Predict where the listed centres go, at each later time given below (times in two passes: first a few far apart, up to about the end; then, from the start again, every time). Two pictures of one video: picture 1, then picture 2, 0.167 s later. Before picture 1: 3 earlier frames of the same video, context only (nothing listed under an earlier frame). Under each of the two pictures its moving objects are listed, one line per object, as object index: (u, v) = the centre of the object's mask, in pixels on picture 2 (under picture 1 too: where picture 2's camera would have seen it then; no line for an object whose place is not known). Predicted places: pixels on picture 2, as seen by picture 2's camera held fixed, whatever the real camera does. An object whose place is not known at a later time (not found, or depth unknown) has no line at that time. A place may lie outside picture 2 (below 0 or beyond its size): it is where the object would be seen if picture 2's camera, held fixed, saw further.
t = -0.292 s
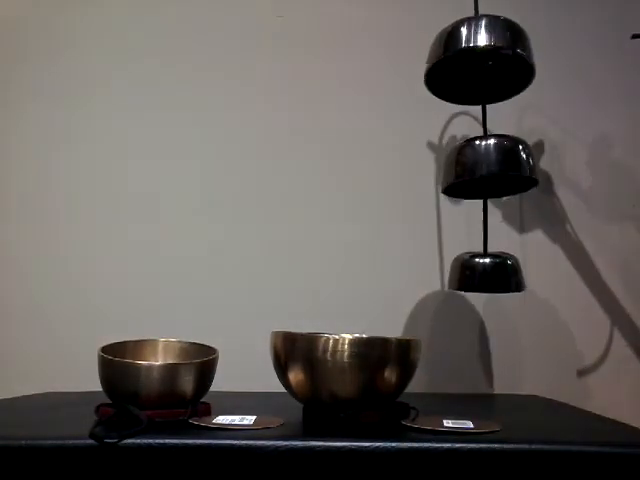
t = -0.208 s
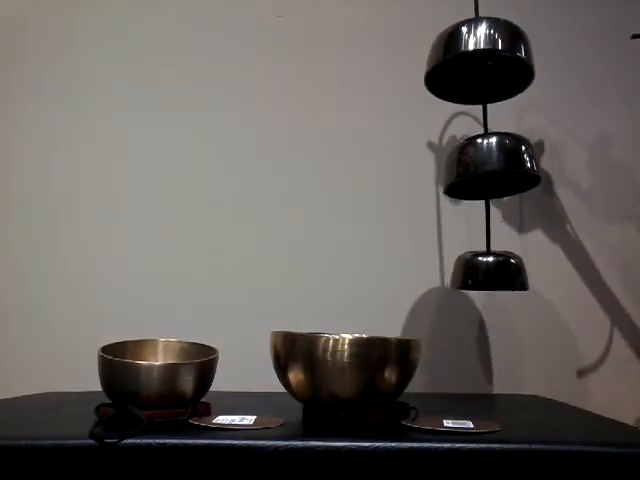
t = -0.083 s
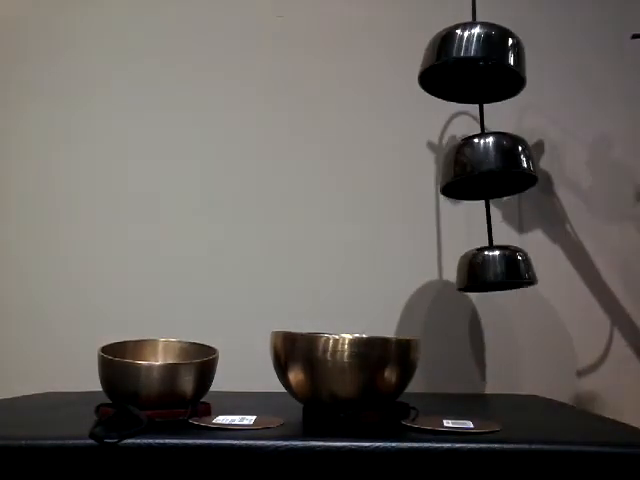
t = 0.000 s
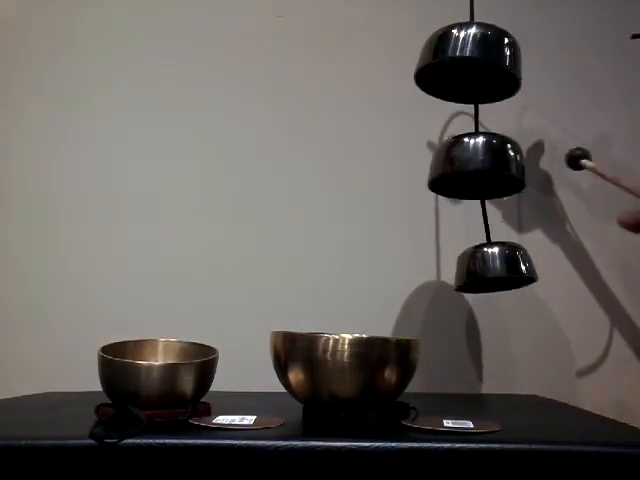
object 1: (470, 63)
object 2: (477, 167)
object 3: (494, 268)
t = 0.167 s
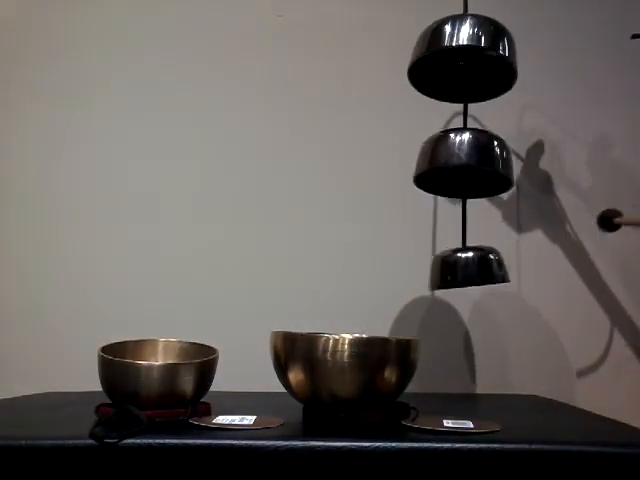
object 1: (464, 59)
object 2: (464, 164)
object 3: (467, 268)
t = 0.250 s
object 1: (462, 58)
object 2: (469, 164)
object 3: (452, 268)
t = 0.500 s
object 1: (470, 65)
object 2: (469, 169)
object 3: (472, 270)
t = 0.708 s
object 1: (469, 65)
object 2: (489, 170)
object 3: (504, 270)
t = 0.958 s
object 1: (488, 61)
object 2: (497, 167)
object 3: (496, 271)
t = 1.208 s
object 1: (461, 62)
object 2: (475, 166)
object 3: (482, 269)
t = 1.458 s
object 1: (467, 59)
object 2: (464, 165)
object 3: (451, 268)
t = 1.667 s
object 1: (468, 64)
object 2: (478, 169)
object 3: (473, 271)
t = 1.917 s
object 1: (475, 66)
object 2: (492, 170)
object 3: (508, 270)
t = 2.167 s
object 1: (482, 61)
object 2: (499, 166)
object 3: (487, 270)
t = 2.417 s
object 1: (459, 61)
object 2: (467, 166)
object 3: (472, 268)
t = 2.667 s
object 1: (467, 61)
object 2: (471, 166)
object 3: (452, 269)
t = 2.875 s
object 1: (472, 64)
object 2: (483, 170)
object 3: (486, 271)
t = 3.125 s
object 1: (479, 64)
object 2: (497, 168)
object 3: (505, 270)
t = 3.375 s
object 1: (479, 60)
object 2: (487, 167)
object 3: (479, 270)
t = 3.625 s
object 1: (458, 61)
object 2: (465, 165)
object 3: (462, 269)
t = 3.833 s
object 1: (474, 61)
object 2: (474, 168)
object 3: (459, 270)
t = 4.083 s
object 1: (475, 65)
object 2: (490, 170)
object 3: (502, 271)
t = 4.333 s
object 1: (484, 63)
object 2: (494, 168)
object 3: (494, 270)
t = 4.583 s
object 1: (471, 60)
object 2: (474, 166)
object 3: (467, 269)
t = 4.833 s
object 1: (463, 61)
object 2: (463, 167)
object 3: (458, 269)
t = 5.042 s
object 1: (478, 63)
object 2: (480, 169)
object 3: (469, 271)
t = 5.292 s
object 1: (479, 65)
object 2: (492, 170)
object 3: (507, 270)
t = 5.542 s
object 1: (483, 61)
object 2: (493, 168)
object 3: (484, 270)
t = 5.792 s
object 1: (467, 60)
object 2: (467, 166)
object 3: (461, 269)
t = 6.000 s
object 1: (464, 61)
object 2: (466, 167)
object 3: (460, 270)
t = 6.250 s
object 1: (481, 63)
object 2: (485, 170)
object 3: (482, 272)
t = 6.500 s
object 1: (479, 64)
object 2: (494, 169)
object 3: (506, 270)
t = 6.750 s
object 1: (479, 61)
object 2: (483, 167)
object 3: (474, 270)
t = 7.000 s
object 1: (463, 61)
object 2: (464, 166)
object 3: (459, 269)
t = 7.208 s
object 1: (467, 62)
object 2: (471, 168)
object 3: (466, 271)
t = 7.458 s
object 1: (482, 64)
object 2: (492, 170)
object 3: (492, 271)
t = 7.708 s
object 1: (478, 64)
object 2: (492, 168)
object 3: (502, 270)
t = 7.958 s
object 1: (474, 60)
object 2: (477, 166)
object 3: (464, 270)
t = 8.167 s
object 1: (462, 61)
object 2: (464, 166)
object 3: (458, 269)
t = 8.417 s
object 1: (471, 63)
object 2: (478, 169)
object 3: (473, 271)
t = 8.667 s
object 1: (481, 64)
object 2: (495, 169)
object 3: (500, 271)
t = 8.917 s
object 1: (476, 63)
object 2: (489, 168)
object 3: (493, 270)
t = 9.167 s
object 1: (468, 61)
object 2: (472, 166)
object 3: (458, 269)
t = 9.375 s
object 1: (461, 62)
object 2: (465, 167)
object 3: (462, 270)
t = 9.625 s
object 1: (475, 64)
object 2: (486, 169)
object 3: (483, 271)
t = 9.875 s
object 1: (480, 64)
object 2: (496, 169)
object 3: (504, 270)
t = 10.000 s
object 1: (476, 63)
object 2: (494, 168)
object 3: (499, 270)
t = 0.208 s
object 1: (463, 58)
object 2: (466, 164)
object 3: (459, 269)
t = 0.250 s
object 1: (462, 58)
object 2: (469, 164)
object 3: (452, 268)
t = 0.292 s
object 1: (462, 57)
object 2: (471, 164)
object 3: (447, 268)
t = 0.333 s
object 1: (463, 58)
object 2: (472, 164)
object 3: (446, 268)
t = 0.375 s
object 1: (465, 60)
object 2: (472, 166)
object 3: (448, 268)
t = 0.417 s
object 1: (467, 61)
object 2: (471, 166)
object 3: (453, 269)
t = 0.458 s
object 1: (469, 63)
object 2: (469, 168)
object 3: (462, 270)
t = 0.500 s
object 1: (470, 65)
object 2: (469, 169)
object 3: (472, 270)
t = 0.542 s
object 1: (470, 66)
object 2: (469, 169)
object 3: (482, 269)
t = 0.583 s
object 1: (470, 66)
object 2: (472, 170)
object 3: (490, 270)
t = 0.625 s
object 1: (468, 67)
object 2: (477, 171)
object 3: (497, 270)
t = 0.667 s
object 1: (468, 66)
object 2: (483, 170)
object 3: (501, 270)
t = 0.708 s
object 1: (469, 65)
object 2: (489, 170)
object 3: (504, 270)
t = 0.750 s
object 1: (472, 65)
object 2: (495, 169)
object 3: (504, 272)
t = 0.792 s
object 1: (475, 64)
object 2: (499, 168)
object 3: (503, 273)
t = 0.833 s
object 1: (480, 63)
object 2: (501, 167)
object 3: (501, 273)
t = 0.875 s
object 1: (484, 63)
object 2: (502, 167)
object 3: (499, 273)
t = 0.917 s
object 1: (487, 62)
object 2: (500, 167)
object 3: (497, 272)
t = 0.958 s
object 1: (488, 61)
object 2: (497, 167)
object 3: (496, 271)
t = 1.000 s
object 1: (487, 61)
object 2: (493, 167)
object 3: (494, 270)
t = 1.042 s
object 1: (484, 61)
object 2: (490, 168)
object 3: (493, 270)
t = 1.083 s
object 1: (478, 62)
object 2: (489, 168)
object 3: (491, 270)
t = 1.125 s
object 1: (472, 62)
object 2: (483, 167)
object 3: (488, 269)
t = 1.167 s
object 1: (466, 62)
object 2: (479, 167)
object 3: (485, 269)
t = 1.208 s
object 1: (461, 62)
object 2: (475, 166)
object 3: (482, 269)
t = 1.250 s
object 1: (458, 62)
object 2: (471, 165)
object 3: (477, 269)
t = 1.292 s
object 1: (458, 62)
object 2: (468, 164)
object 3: (471, 269)
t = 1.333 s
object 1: (458, 61)
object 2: (465, 164)
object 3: (465, 268)
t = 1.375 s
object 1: (461, 60)
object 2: (464, 164)
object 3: (459, 268)
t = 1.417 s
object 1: (464, 60)
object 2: (463, 164)
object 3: (454, 268)
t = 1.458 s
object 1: (467, 59)
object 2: (464, 165)
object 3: (451, 268)
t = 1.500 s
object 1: (469, 59)
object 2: (467, 166)
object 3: (450, 269)
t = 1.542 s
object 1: (470, 60)
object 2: (470, 167)
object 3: (453, 269)
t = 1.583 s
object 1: (469, 61)
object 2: (473, 168)
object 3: (457, 270)
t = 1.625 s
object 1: (469, 62)
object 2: (475, 169)
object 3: (464, 271)
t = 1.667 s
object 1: (468, 64)
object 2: (478, 169)
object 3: (473, 271)
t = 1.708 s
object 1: (468, 65)
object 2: (480, 169)
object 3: (483, 271)
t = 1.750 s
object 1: (468, 66)
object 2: (482, 169)
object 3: (492, 270)
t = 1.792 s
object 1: (469, 67)
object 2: (484, 169)
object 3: (499, 270)
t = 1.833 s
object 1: (470, 67)
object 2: (487, 170)
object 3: (504, 270)
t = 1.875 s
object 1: (472, 66)
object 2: (490, 170)
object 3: (507, 270)
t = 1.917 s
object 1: (475, 66)
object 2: (492, 170)
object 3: (508, 270)
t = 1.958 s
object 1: (478, 65)
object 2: (496, 169)
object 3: (506, 270)
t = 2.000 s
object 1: (481, 63)
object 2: (498, 169)
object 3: (503, 270)
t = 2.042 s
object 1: (483, 62)
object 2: (500, 168)
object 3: (499, 270)
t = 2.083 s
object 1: (484, 61)
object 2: (500, 167)
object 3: (495, 270)
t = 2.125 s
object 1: (484, 61)
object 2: (499, 167)
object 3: (491, 270)
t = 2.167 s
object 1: (482, 61)
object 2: (499, 166)
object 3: (487, 270)
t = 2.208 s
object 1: (479, 62)
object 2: (495, 166)
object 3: (485, 270)
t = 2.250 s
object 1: (475, 62)
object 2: (490, 166)
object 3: (483, 269)
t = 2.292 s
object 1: (470, 62)
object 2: (481, 166)
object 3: (481, 269)
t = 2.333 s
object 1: (466, 62)
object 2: (475, 166)
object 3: (479, 269)
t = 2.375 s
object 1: (462, 62)
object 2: (470, 166)
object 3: (476, 268)
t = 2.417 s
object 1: (459, 61)
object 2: (467, 166)
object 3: (472, 268)
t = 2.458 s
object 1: (458, 61)
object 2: (465, 166)
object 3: (468, 269)
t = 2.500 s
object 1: (458, 60)
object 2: (464, 166)
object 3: (462, 269)
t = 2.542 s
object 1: (460, 60)
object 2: (464, 166)
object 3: (457, 269)
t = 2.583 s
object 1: (462, 60)
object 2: (466, 166)
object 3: (453, 269)
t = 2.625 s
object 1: (465, 61)
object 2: (468, 166)
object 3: (451, 268)
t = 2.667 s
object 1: (467, 61)
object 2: (471, 166)
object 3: (452, 269)
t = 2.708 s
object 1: (469, 62)
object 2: (474, 167)
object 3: (454, 269)
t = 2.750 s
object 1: (471, 62)
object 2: (477, 167)
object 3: (460, 270)
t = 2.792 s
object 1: (471, 63)
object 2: (479, 168)
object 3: (468, 271)
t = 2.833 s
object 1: (472, 64)
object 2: (482, 169)
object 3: (477, 271)
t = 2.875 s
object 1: (472, 64)
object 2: (483, 170)
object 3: (486, 271)
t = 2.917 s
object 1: (472, 65)
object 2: (485, 170)
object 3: (495, 271)
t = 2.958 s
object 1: (472, 66)
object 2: (486, 170)
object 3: (502, 270)
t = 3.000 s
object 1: (473, 65)
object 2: (489, 170)
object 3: (507, 269)
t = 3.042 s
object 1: (474, 66)
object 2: (491, 170)
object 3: (508, 269)
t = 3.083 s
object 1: (476, 65)
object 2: (494, 169)
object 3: (508, 270)
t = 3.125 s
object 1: (479, 64)
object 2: (497, 168)
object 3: (505, 270)
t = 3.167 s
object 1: (481, 64)
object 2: (499, 168)
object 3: (501, 271)
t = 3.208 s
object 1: (483, 63)
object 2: (500, 167)
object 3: (495, 270)
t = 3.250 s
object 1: (483, 62)
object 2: (499, 167)
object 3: (490, 270)
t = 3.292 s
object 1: (483, 61)
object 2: (496, 167)
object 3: (486, 270)
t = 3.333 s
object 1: (482, 61)
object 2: (496, 167)
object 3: (482, 270)
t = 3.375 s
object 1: (479, 60)
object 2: (487, 167)
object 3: (479, 270)
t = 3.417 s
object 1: (475, 61)
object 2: (482, 167)
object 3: (477, 270)
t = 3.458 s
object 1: (471, 61)
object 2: (476, 166)
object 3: (475, 270)
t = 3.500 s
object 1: (467, 61)
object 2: (471, 166)
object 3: (472, 269)
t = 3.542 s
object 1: (463, 61)
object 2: (468, 166)
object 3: (469, 269)
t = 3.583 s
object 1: (460, 61)
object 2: (466, 165)
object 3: (466, 269)
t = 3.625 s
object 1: (458, 61)
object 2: (465, 165)
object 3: (462, 269)
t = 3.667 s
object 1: (460, 61)
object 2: (465, 166)
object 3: (456, 269)
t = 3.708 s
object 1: (463, 61)
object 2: (467, 166)
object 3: (454, 270)
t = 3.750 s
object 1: (467, 61)
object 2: (469, 167)
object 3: (454, 270)
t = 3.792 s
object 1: (470, 61)
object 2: (472, 168)
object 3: (455, 270)
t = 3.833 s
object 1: (474, 61)
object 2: (474, 168)
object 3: (459, 270)
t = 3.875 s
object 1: (476, 62)
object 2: (477, 169)
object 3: (465, 271)
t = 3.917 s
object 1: (477, 63)
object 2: (480, 169)
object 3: (472, 271)
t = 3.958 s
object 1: (477, 64)
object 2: (483, 170)
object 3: (480, 271)
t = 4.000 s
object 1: (476, 65)
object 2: (486, 170)
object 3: (489, 271)
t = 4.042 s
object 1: (476, 65)
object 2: (488, 170)
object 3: (496, 271)
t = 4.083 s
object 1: (475, 65)
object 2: (490, 170)
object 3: (502, 271)
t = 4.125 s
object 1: (475, 65)
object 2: (492, 170)
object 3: (506, 270)
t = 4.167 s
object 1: (476, 65)
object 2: (494, 169)
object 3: (507, 270)
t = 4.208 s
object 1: (478, 65)
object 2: (494, 169)
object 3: (507, 270)
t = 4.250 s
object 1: (480, 64)
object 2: (495, 169)
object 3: (504, 270)
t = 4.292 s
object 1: (482, 63)
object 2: (495, 169)
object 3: (500, 270)
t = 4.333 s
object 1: (484, 63)
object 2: (494, 168)
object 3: (494, 270)
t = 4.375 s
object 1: (485, 62)
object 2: (492, 168)
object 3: (488, 270)
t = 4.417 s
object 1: (484, 61)
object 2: (490, 167)
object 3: (482, 270)
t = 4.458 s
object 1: (482, 61)
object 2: (491, 167)
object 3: (477, 270)
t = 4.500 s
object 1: (479, 60)
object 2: (483, 167)
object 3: (472, 270)
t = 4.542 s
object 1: (475, 60)
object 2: (479, 166)
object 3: (469, 270)
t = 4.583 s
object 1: (471, 60)
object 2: (474, 166)
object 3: (467, 269)
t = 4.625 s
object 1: (467, 60)
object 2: (470, 166)
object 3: (465, 269)
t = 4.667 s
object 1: (464, 60)
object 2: (466, 166)
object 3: (464, 269)
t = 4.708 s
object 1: (462, 61)
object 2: (463, 166)
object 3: (462, 269)
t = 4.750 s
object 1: (461, 61)
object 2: (462, 166)
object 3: (461, 269)
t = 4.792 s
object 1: (461, 61)
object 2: (462, 166)
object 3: (459, 269)
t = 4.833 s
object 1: (463, 61)
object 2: (463, 167)
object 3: (458, 269)
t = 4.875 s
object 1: (466, 61)
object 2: (466, 167)
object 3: (457, 270)
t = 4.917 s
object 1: (469, 62)
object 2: (469, 168)
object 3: (458, 270)
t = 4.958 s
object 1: (472, 62)
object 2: (473, 168)
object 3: (460, 270)
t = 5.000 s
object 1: (475, 62)
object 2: (477, 169)
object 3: (464, 271)
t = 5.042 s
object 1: (478, 63)
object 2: (480, 169)
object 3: (469, 271)
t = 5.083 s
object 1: (479, 63)
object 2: (484, 169)
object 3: (476, 271)
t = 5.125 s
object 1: (480, 64)
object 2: (486, 170)
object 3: (484, 271)
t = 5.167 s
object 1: (480, 64)
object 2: (487, 170)
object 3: (492, 271)
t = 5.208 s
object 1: (480, 65)
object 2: (489, 170)
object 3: (499, 271)
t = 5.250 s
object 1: (480, 65)
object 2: (490, 170)
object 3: (504, 270)
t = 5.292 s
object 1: (479, 65)
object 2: (492, 170)
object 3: (507, 270)
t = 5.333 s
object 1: (479, 65)
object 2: (493, 169)
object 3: (508, 270)
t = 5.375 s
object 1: (480, 64)
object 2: (493, 169)
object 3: (506, 270)
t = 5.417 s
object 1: (481, 63)
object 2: (493, 169)
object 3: (502, 270)
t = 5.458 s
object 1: (482, 63)
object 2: (493, 168)
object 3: (497, 271)
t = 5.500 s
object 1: (482, 62)
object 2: (492, 168)
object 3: (490, 271)
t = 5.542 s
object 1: (483, 61)
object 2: (493, 168)
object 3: (484, 270)
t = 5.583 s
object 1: (482, 61)
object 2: (490, 167)
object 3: (478, 270)
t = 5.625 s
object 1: (481, 60)
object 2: (486, 167)
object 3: (472, 270)
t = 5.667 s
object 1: (478, 60)
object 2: (478, 167)
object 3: (468, 269)
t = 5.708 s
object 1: (475, 60)
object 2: (474, 166)
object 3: (465, 269)
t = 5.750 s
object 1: (471, 60)
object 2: (470, 166)
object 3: (463, 269)
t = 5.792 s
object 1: (467, 60)
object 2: (467, 166)
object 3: (461, 269)
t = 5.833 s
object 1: (464, 60)
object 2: (465, 166)
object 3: (460, 269)
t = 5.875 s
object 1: (462, 60)
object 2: (463, 166)
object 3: (460, 269)
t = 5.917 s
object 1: (461, 61)
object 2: (463, 166)
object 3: (460, 269)
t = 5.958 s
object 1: (462, 61)
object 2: (464, 167)
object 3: (459, 270)
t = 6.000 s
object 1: (464, 61)
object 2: (466, 167)
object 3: (460, 270)
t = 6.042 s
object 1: (467, 62)
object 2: (468, 168)
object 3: (461, 270)
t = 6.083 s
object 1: (470, 62)
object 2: (471, 168)
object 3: (463, 271)
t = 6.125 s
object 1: (474, 62)
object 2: (475, 169)
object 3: (466, 271)
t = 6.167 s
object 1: (477, 63)
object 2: (478, 169)
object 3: (470, 271)
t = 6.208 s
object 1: (480, 63)
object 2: (482, 170)
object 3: (476, 271)
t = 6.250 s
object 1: (481, 63)
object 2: (485, 170)
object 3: (482, 272)
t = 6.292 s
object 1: (482, 64)
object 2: (488, 170)
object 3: (488, 272)
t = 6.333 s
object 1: (481, 64)
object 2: (491, 170)
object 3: (495, 271)
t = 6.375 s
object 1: (481, 65)
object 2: (492, 170)
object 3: (500, 271)
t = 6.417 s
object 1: (480, 65)
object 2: (493, 170)
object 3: (504, 270)
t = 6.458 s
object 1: (480, 65)
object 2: (494, 169)
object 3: (506, 270)
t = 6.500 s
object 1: (479, 64)
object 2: (494, 169)
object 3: (506, 270)
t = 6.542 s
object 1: (479, 64)
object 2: (493, 169)
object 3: (504, 270)
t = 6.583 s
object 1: (480, 63)
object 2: (492, 169)
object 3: (500, 270)
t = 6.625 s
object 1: (480, 63)
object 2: (494, 168)
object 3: (495, 271)
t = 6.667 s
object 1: (480, 62)
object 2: (489, 168)
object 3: (488, 271)
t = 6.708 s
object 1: (480, 61)
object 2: (486, 167)
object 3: (481, 271)
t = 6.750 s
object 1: (479, 61)
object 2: (483, 167)
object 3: (474, 270)
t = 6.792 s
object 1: (477, 61)
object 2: (480, 167)
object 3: (468, 270)
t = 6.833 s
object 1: (474, 60)
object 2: (476, 167)
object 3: (464, 269)
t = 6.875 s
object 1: (471, 60)
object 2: (472, 166)
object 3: (460, 269)
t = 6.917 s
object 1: (468, 60)
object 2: (469, 166)
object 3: (459, 269)
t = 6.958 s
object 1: (465, 61)
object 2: (466, 166)
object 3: (458, 269)
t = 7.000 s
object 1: (463, 61)
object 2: (464, 166)
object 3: (459, 269)
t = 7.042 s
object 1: (462, 61)
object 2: (463, 166)
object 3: (460, 269)
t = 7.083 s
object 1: (462, 61)
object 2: (463, 167)
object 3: (461, 270)
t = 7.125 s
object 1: (462, 61)
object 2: (465, 167)
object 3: (462, 270)
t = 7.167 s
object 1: (464, 62)
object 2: (467, 168)
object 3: (463, 270)
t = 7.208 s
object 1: (467, 62)
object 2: (471, 168)
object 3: (466, 271)
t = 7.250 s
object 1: (470, 63)
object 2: (474, 169)
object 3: (468, 271)
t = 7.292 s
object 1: (474, 63)
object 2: (479, 169)
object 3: (471, 271)
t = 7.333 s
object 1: (477, 64)
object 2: (483, 170)
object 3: (476, 271)
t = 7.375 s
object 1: (479, 64)
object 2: (487, 170)
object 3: (481, 272)
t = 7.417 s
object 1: (481, 64)
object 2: (489, 170)
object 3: (487, 272)
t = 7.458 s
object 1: (482, 64)
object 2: (492, 170)
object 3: (492, 271)
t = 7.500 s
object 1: (482, 64)
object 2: (493, 170)
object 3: (498, 271)
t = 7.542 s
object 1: (481, 65)
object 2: (494, 170)
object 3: (502, 271)
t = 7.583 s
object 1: (481, 65)
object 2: (494, 170)
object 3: (505, 270)
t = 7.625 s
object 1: (480, 64)
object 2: (494, 169)
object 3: (506, 270)
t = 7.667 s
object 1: (479, 64)
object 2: (494, 169)
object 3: (505, 270)
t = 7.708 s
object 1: (478, 64)
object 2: (492, 168)
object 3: (502, 270)
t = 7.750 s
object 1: (478, 63)
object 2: (491, 168)
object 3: (497, 270)
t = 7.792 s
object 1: (477, 63)
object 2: (492, 168)
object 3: (490, 270)
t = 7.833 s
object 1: (477, 62)
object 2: (487, 167)
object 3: (483, 270)
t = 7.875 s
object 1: (476, 61)
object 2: (487, 167)
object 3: (476, 270)
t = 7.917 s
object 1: (475, 61)
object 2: (480, 167)
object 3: (470, 270)
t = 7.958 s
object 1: (474, 60)
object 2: (477, 166)
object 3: (464, 270)
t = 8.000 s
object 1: (472, 60)
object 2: (473, 166)
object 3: (460, 269)
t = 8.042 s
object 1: (469, 60)
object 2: (470, 166)
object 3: (458, 269)
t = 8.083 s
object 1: (466, 60)
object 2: (468, 166)
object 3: (457, 269)
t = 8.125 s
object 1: (464, 61)
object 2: (466, 166)
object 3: (457, 269)
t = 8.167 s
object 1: (462, 61)
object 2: (464, 166)
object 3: (458, 269)
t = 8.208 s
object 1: (461, 61)
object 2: (464, 167)
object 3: (460, 270)
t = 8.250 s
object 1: (461, 62)
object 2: (465, 167)
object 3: (462, 270)
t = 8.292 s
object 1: (463, 62)
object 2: (467, 168)
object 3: (464, 270)
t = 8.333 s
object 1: (465, 62)
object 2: (470, 168)
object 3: (467, 271)
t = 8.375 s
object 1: (468, 63)
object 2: (474, 169)
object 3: (470, 271)
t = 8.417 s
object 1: (471, 63)
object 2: (478, 169)
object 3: (473, 271)
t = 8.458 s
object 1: (475, 63)
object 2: (482, 169)
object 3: (477, 271)
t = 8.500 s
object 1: (478, 64)
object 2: (486, 169)
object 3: (482, 271)
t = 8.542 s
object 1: (480, 64)
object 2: (490, 170)
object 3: (486, 271)
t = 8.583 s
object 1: (481, 64)
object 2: (493, 169)
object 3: (491, 271)
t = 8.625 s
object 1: (482, 64)
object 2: (494, 169)
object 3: (496, 271)
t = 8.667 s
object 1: (481, 64)
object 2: (495, 169)
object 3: (500, 271)
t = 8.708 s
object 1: (481, 65)
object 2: (496, 169)
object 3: (503, 271)
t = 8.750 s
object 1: (480, 64)
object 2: (495, 169)
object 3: (504, 270)
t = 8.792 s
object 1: (479, 64)
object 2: (494, 169)
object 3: (504, 270)
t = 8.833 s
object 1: (478, 64)
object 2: (493, 168)
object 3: (502, 270)
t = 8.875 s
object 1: (477, 63)
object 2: (491, 168)
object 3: (498, 270)
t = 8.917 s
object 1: (476, 63)
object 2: (489, 168)
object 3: (493, 270)
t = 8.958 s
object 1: (475, 62)
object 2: (486, 167)
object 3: (486, 270)
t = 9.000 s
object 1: (474, 62)
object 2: (484, 167)
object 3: (479, 270)
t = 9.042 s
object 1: (473, 61)
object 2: (481, 167)
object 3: (472, 270)
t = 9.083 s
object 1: (472, 61)
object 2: (478, 166)
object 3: (466, 270)
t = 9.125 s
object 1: (470, 60)
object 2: (475, 166)
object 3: (461, 269)
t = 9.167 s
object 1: (468, 61)
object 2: (472, 166)
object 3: (458, 269)
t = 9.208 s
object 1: (466, 60)
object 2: (469, 166)
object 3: (456, 269)
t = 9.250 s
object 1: (464, 60)
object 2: (467, 166)
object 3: (456, 269)
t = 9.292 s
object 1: (463, 61)
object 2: (465, 166)
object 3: (457, 269)
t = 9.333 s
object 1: (462, 61)
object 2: (465, 166)
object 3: (459, 270)
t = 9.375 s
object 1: (461, 62)
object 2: (465, 167)
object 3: (462, 270)
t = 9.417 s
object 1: (462, 62)
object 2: (467, 167)
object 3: (465, 270)
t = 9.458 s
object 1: (464, 63)
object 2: (470, 168)
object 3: (469, 270)
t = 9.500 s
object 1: (466, 63)
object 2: (473, 168)
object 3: (472, 271)
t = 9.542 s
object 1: (469, 63)
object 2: (477, 169)
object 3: (475, 271)
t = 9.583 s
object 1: (472, 64)
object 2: (482, 169)
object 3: (479, 271)
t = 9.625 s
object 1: (475, 64)
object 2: (486, 169)
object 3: (483, 271)
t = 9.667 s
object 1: (478, 64)
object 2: (490, 169)
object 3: (487, 271)
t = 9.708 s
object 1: (480, 64)
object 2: (493, 169)
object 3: (491, 271)
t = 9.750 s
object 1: (481, 64)
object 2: (495, 169)
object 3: (495, 271)
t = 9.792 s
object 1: (481, 64)
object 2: (496, 169)
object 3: (499, 271)
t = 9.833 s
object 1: (481, 64)
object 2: (496, 169)
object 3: (502, 270)
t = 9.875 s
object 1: (480, 64)
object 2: (496, 169)
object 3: (504, 270)
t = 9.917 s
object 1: (479, 64)
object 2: (495, 169)
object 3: (504, 270)
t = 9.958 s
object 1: (477, 64)
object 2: (494, 168)
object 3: (503, 270)
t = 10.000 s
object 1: (476, 63)
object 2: (494, 168)
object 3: (499, 270)
